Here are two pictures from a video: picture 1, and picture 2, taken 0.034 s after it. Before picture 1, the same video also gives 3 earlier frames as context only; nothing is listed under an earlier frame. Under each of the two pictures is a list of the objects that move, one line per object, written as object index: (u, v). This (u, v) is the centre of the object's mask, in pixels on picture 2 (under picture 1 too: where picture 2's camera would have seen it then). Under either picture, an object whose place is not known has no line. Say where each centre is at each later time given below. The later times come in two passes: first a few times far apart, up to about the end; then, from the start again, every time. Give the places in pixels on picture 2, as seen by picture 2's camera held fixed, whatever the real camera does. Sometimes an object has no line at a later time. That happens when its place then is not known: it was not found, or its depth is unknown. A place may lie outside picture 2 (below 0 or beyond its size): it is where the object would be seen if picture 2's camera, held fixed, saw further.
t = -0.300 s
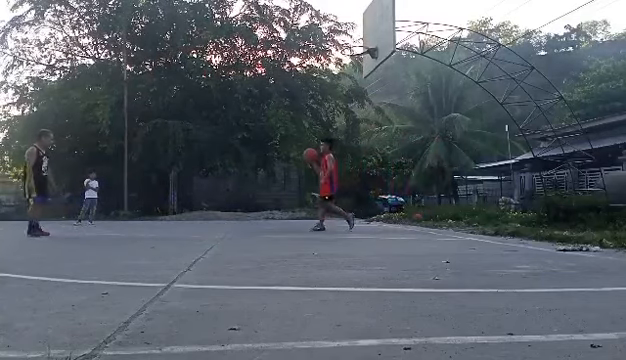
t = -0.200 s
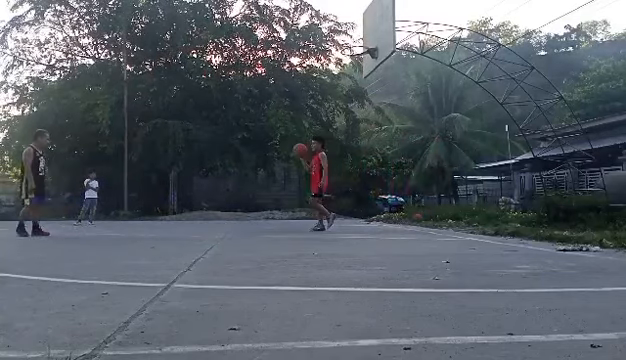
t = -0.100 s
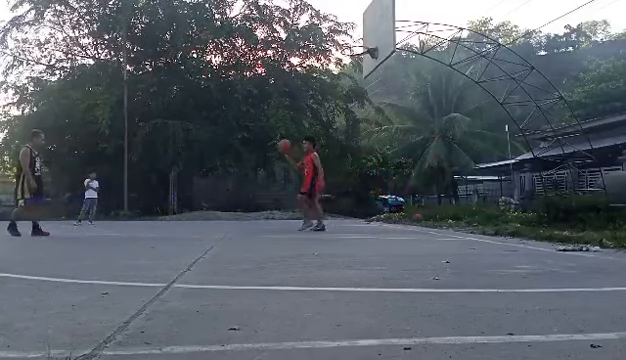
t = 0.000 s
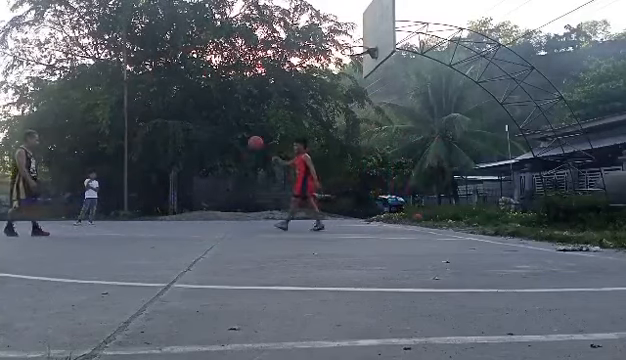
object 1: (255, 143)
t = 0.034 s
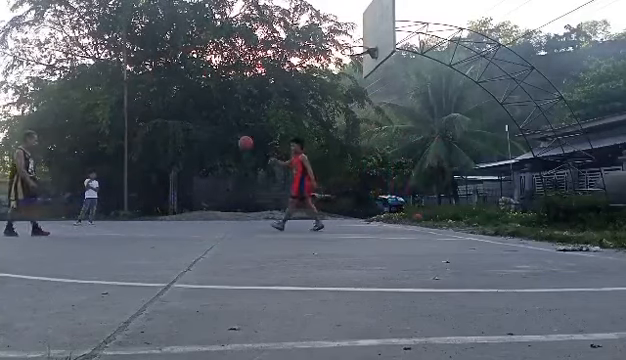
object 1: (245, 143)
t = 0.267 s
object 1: (171, 164)
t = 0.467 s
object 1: (104, 212)
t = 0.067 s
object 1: (235, 143)
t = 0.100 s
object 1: (225, 145)
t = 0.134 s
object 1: (214, 147)
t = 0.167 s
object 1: (203, 151)
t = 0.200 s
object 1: (193, 154)
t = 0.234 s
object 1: (182, 158)
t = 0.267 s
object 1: (171, 164)
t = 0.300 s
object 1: (160, 170)
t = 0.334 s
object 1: (149, 177)
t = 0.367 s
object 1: (138, 184)
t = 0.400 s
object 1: (126, 192)
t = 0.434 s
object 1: (115, 202)
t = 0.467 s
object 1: (104, 212)
